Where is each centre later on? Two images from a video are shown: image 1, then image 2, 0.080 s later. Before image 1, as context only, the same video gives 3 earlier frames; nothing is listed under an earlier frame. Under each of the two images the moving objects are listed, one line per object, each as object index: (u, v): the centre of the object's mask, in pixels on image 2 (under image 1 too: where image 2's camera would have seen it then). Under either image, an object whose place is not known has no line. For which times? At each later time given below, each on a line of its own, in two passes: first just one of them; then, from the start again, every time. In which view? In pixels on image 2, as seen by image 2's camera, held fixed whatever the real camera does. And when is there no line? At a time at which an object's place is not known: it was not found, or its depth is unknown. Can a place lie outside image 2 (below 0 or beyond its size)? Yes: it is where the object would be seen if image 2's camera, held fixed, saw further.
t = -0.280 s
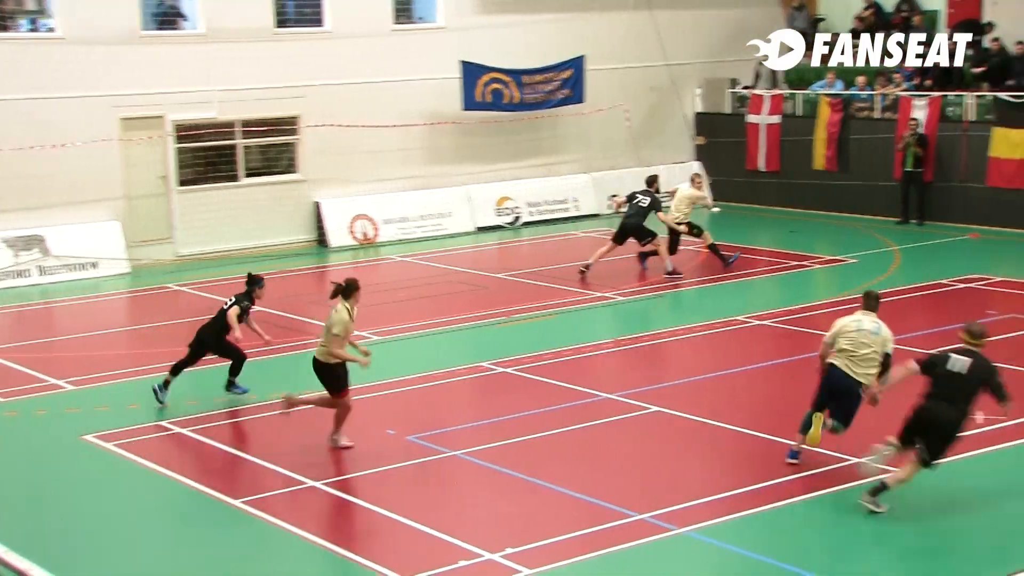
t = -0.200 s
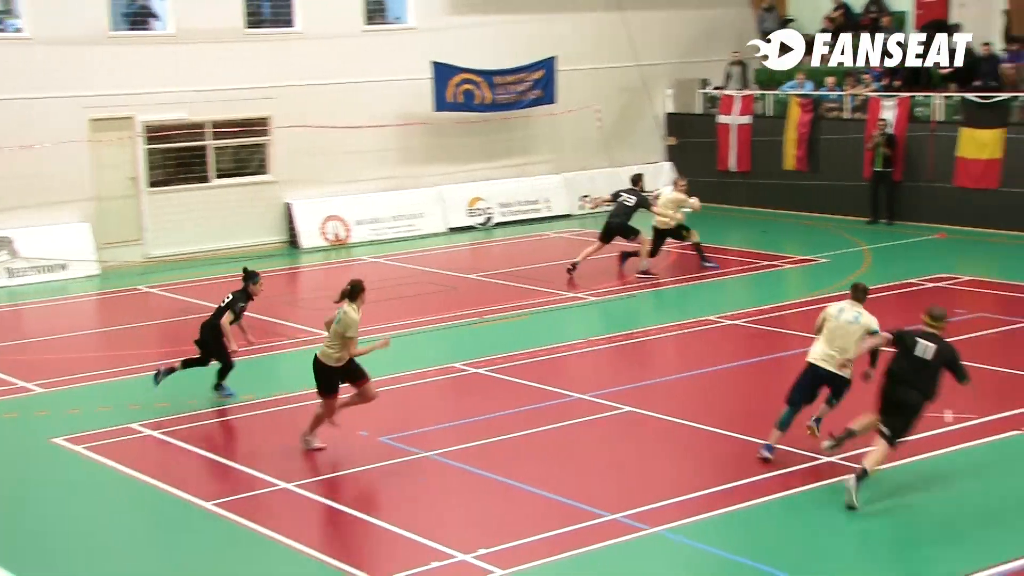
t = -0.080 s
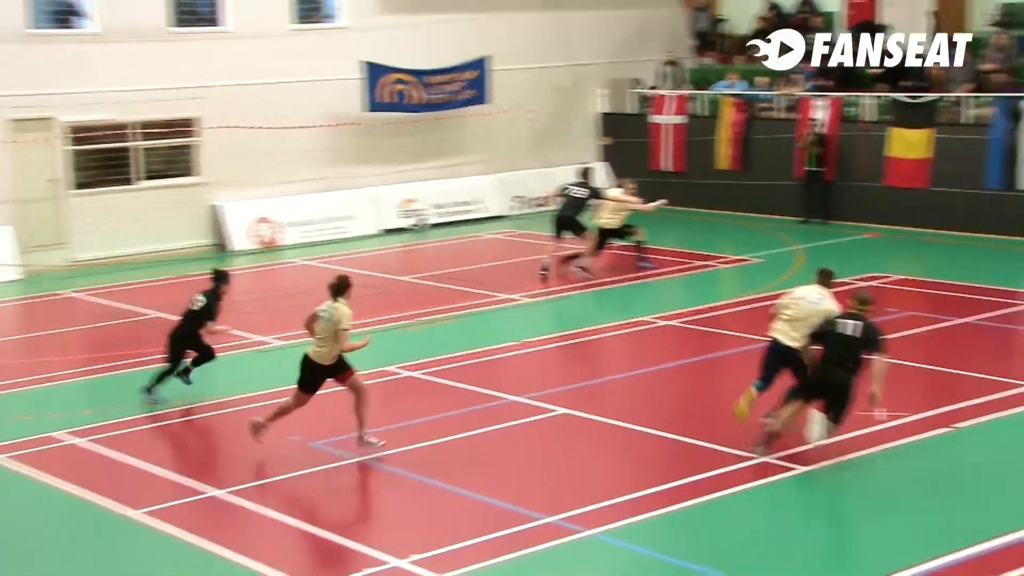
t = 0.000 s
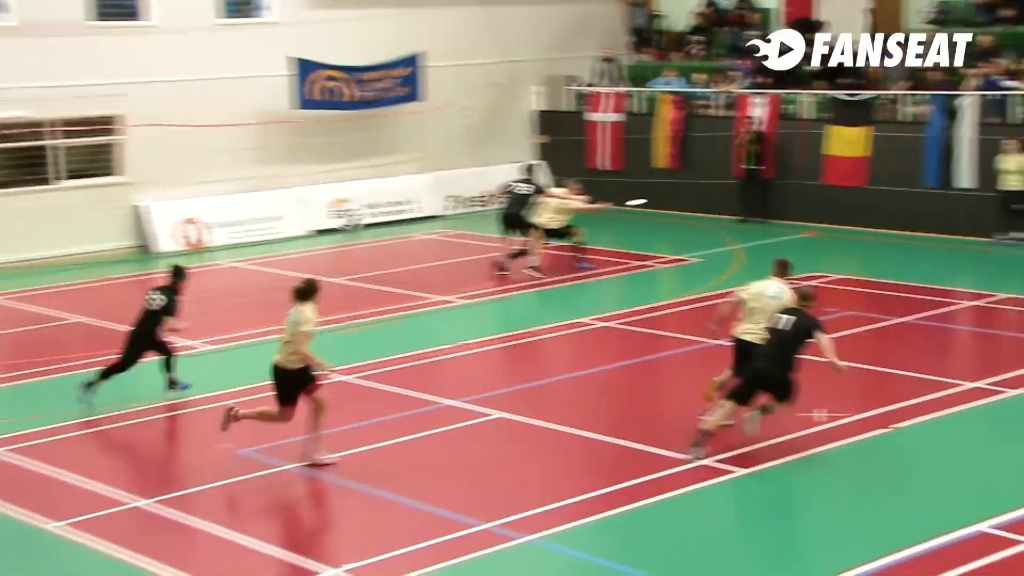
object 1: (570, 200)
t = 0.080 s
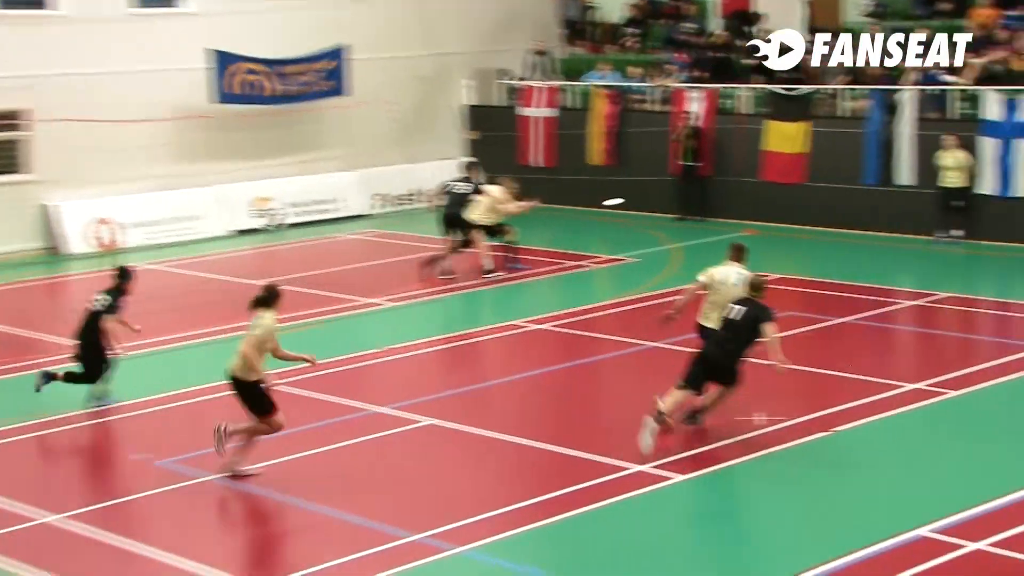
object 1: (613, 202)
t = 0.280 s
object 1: (727, 216)
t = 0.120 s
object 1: (635, 203)
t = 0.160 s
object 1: (656, 206)
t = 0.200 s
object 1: (679, 209)
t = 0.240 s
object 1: (703, 213)
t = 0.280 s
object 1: (727, 216)
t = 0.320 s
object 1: (750, 221)
